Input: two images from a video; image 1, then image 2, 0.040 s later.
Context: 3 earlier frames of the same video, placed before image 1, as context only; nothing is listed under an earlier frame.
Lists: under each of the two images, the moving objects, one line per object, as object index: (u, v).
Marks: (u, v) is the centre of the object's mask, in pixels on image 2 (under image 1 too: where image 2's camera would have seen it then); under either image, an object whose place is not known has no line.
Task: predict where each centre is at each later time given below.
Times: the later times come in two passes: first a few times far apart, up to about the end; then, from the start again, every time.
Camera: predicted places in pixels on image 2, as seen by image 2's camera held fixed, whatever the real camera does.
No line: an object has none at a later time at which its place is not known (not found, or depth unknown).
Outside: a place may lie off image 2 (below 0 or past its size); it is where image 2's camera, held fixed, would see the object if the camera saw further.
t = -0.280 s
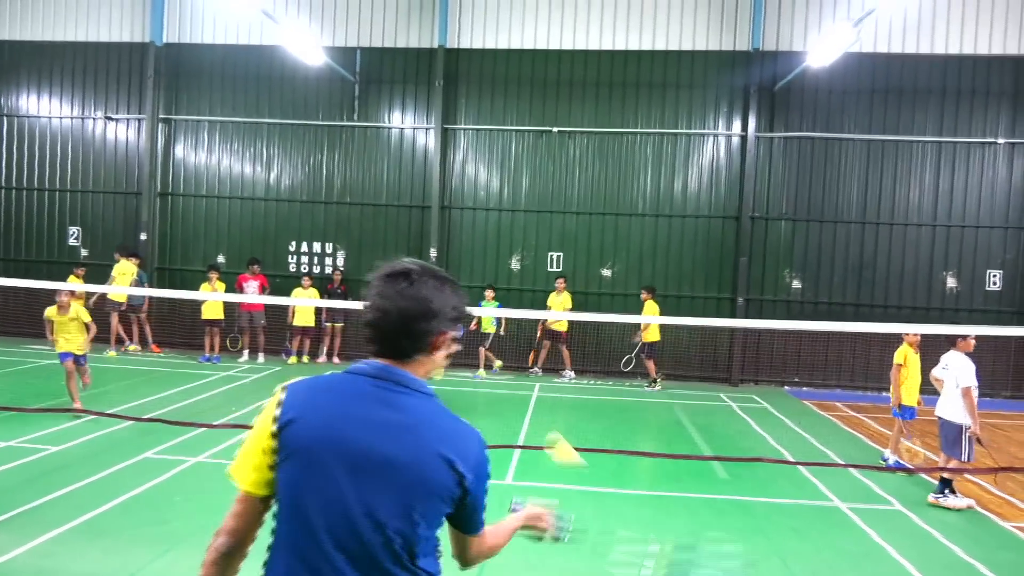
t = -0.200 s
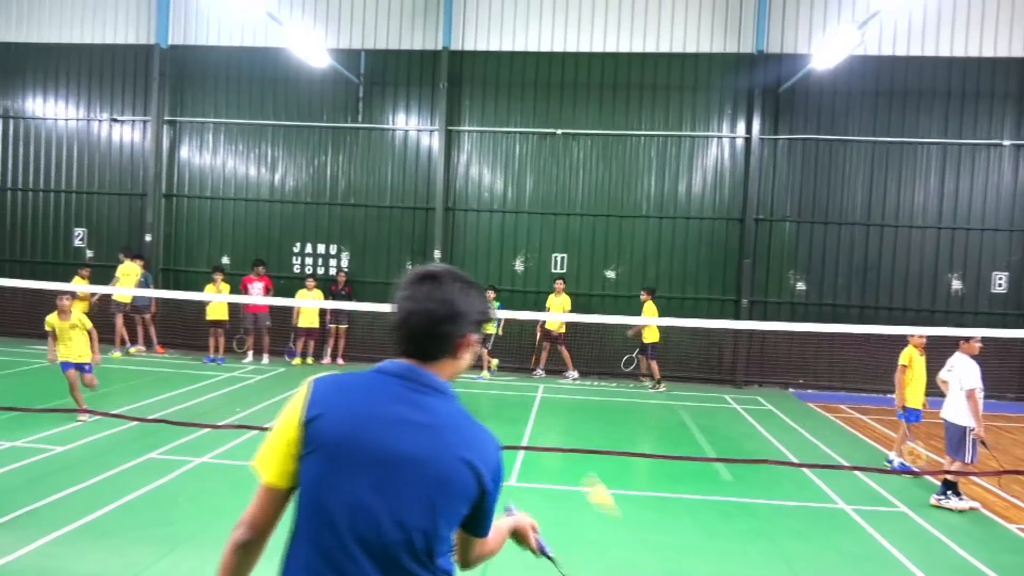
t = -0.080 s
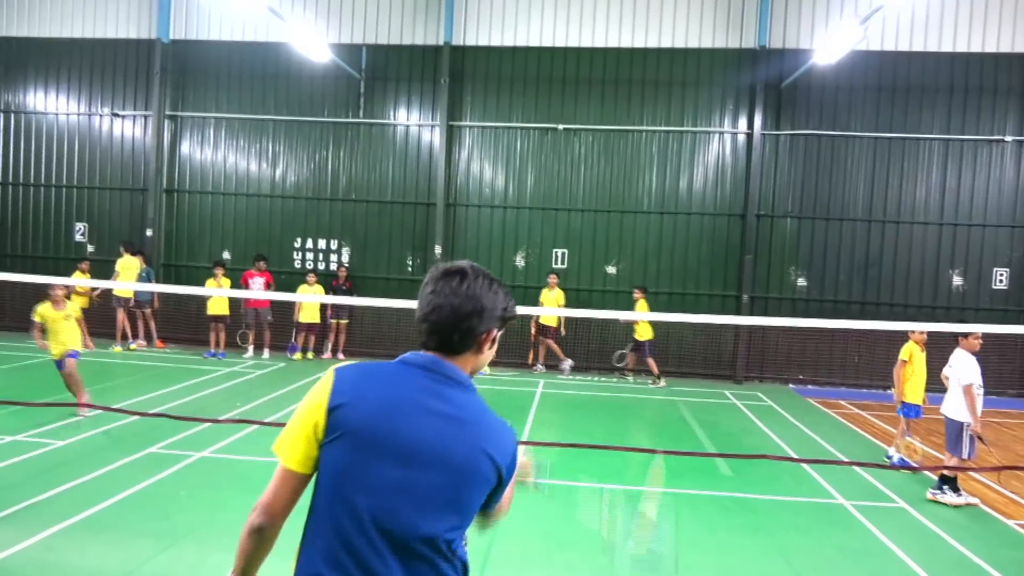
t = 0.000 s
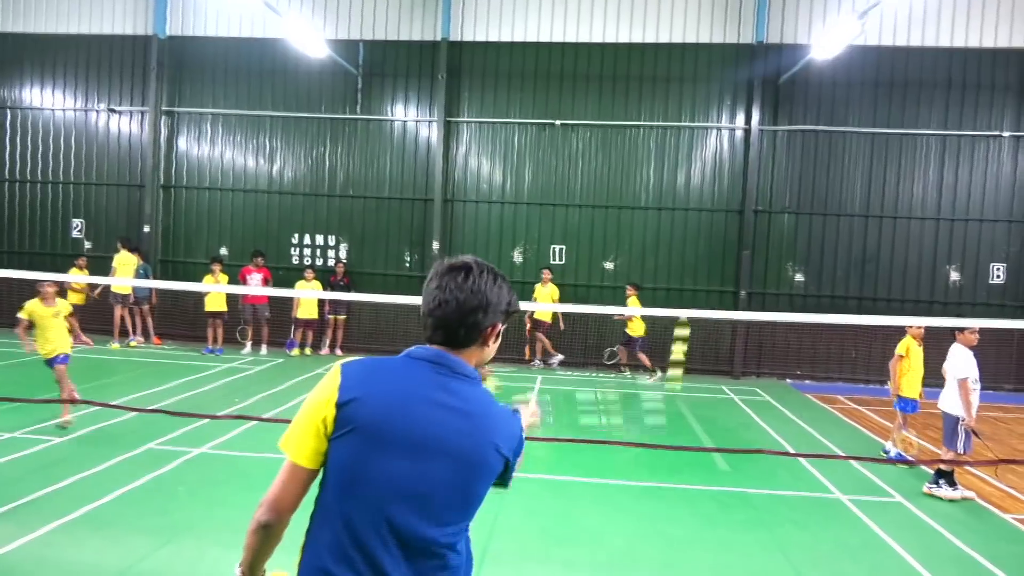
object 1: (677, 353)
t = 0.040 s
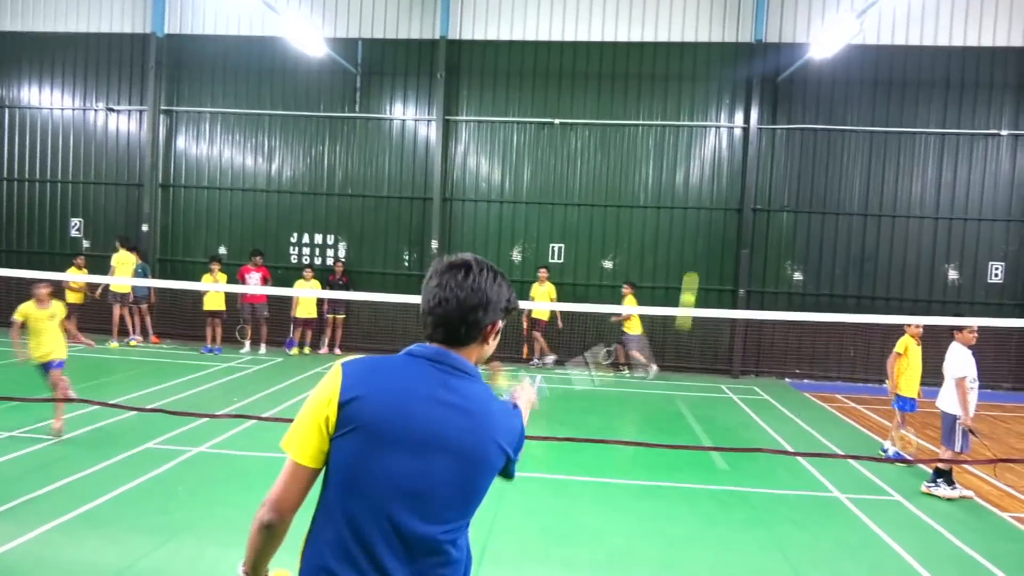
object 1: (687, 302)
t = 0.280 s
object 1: (717, 182)
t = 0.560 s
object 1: (731, 207)
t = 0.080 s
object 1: (694, 263)
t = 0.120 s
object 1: (699, 237)
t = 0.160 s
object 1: (704, 217)
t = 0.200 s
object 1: (709, 201)
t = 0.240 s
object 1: (713, 189)
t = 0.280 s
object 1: (717, 182)
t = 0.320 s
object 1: (720, 177)
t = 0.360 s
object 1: (721, 176)
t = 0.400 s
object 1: (723, 179)
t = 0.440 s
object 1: (725, 183)
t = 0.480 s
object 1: (727, 189)
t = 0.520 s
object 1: (729, 197)
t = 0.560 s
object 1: (731, 207)
